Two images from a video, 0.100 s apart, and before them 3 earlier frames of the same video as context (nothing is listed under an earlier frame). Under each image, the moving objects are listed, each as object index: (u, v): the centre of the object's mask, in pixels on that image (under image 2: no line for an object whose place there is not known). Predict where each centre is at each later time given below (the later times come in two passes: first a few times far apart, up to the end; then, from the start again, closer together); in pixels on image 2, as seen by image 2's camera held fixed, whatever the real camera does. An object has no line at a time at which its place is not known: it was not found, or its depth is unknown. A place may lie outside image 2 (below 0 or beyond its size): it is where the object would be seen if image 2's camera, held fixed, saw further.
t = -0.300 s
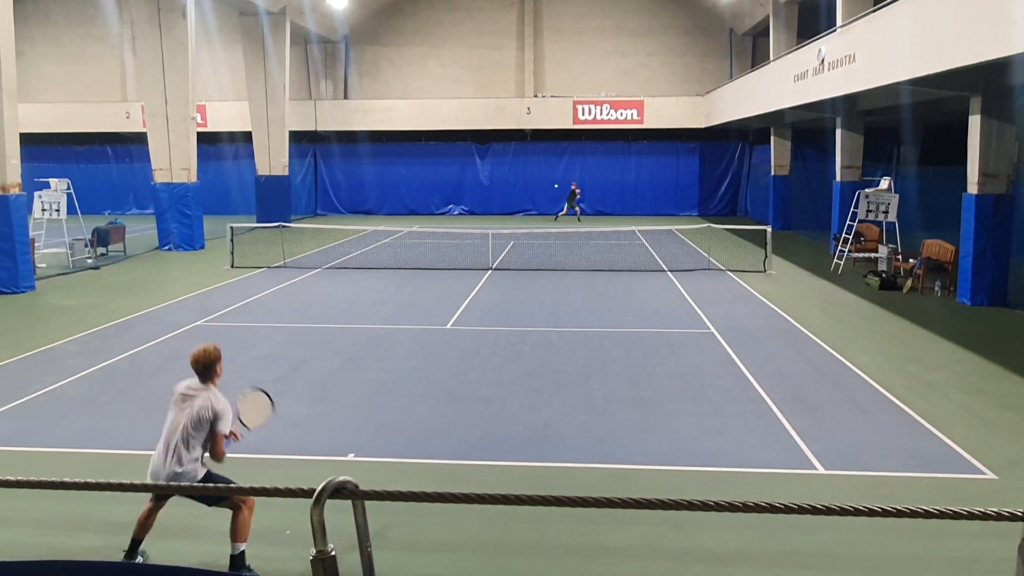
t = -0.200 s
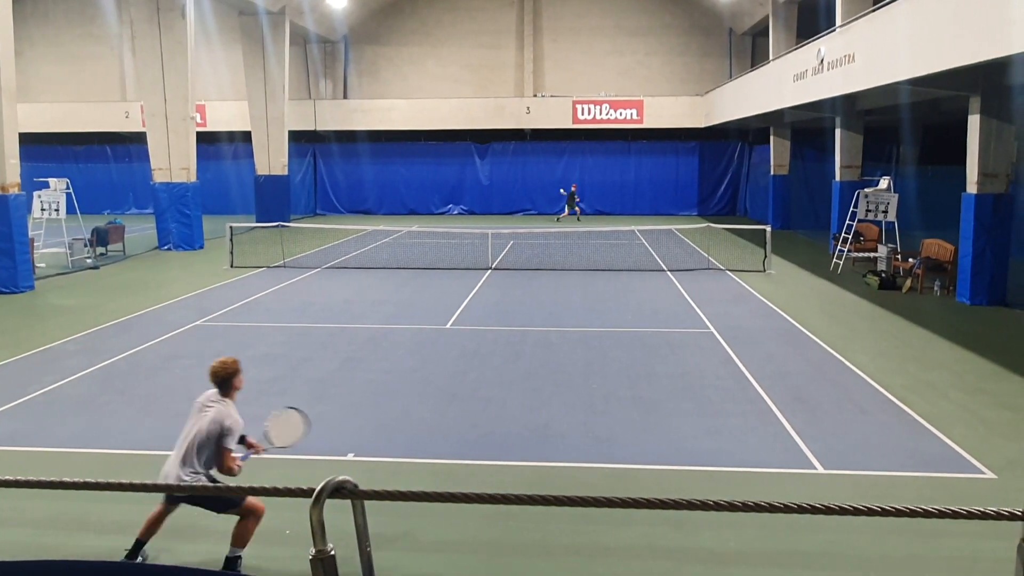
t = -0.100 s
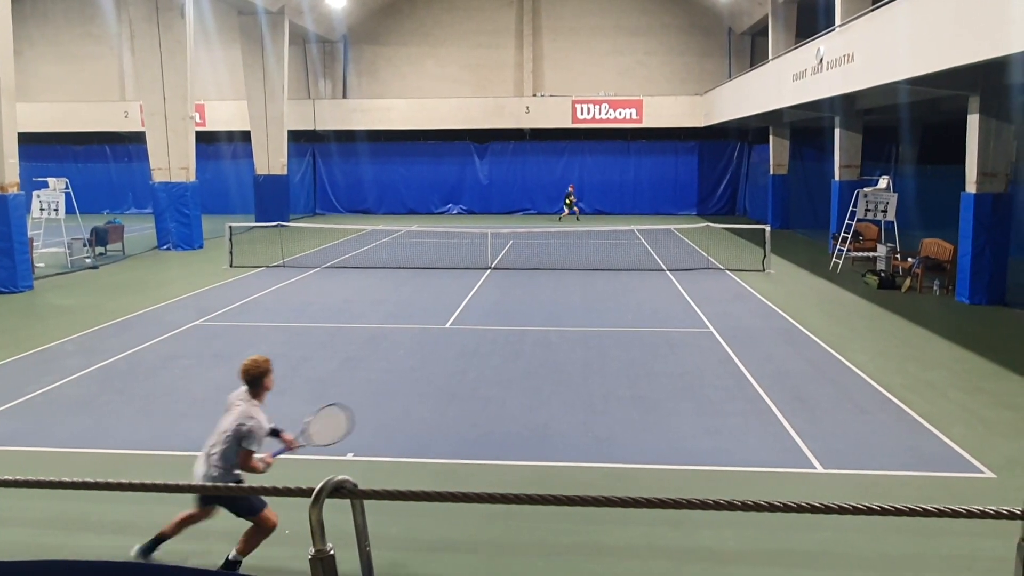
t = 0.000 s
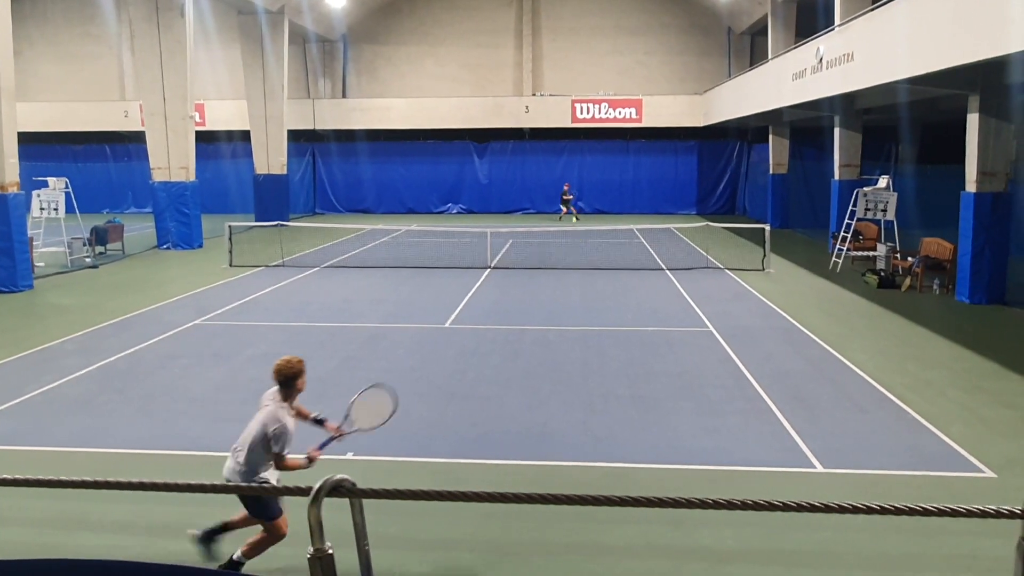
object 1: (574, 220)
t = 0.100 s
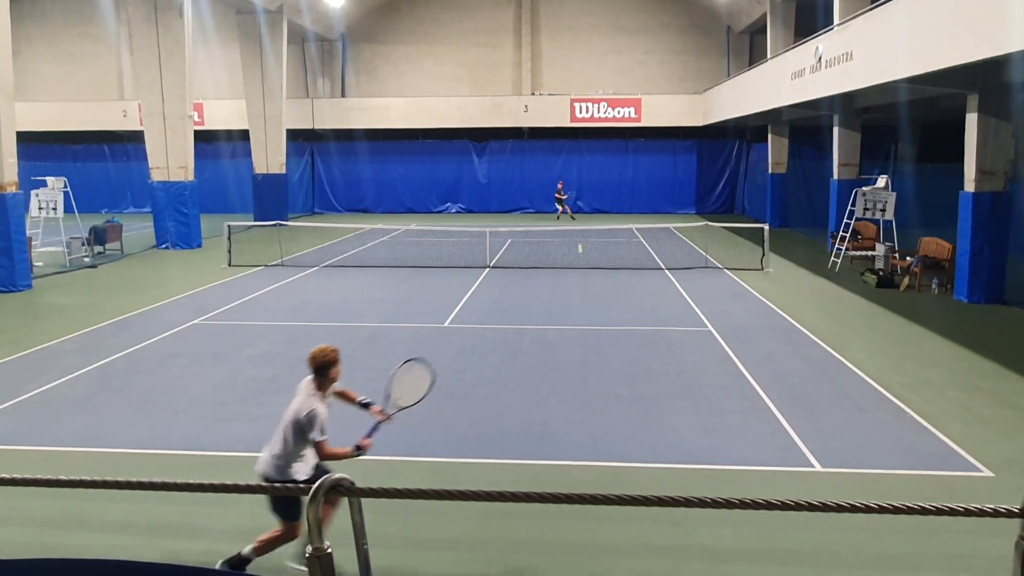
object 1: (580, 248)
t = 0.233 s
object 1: (590, 306)
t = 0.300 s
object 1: (598, 297)
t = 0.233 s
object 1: (590, 306)
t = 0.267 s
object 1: (594, 302)
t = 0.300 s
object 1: (598, 297)
